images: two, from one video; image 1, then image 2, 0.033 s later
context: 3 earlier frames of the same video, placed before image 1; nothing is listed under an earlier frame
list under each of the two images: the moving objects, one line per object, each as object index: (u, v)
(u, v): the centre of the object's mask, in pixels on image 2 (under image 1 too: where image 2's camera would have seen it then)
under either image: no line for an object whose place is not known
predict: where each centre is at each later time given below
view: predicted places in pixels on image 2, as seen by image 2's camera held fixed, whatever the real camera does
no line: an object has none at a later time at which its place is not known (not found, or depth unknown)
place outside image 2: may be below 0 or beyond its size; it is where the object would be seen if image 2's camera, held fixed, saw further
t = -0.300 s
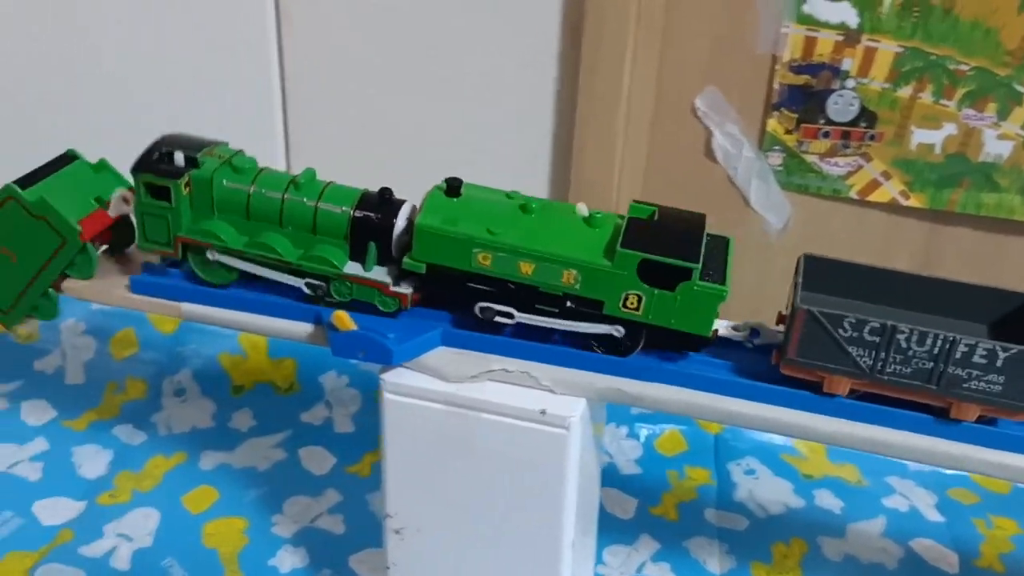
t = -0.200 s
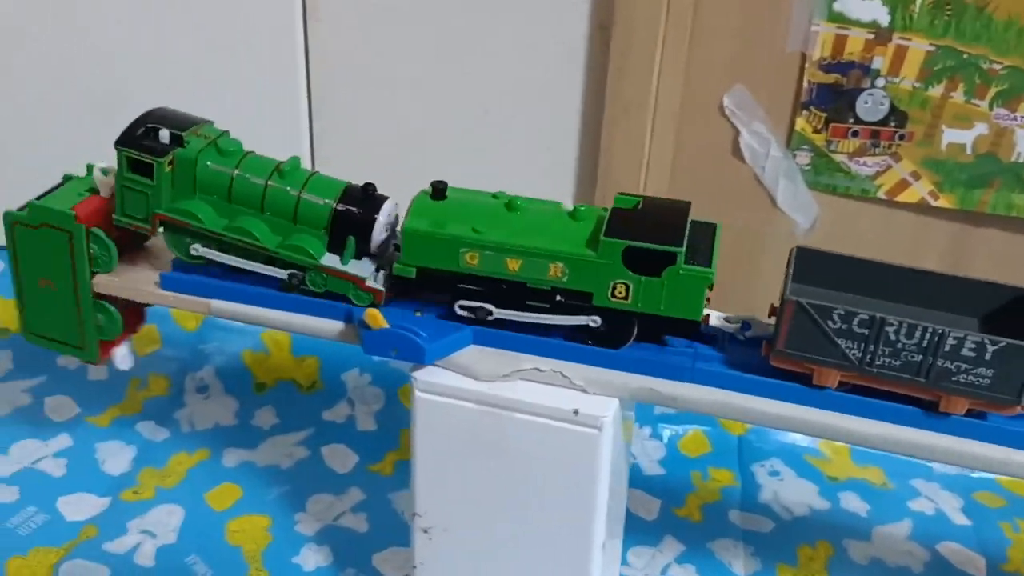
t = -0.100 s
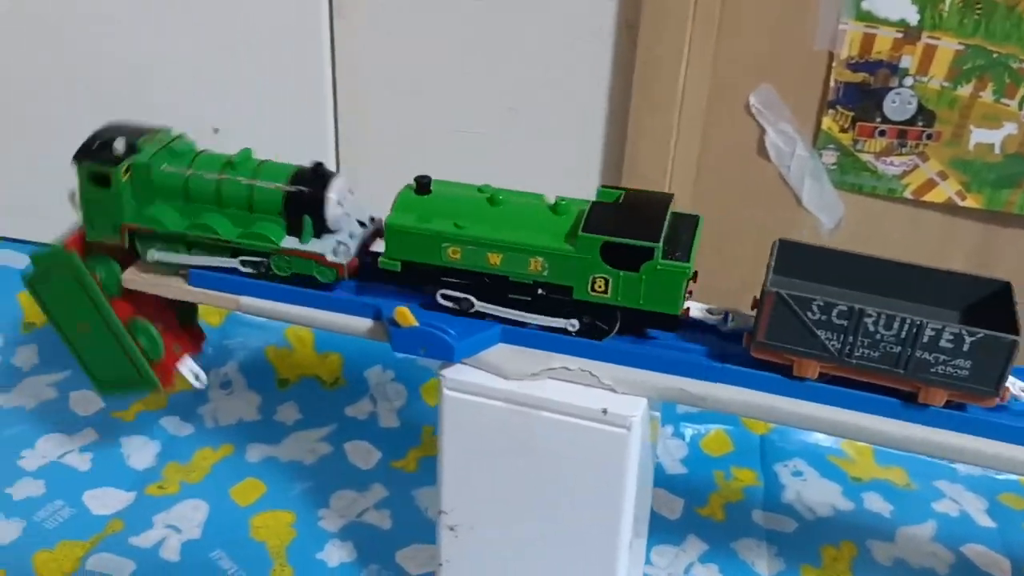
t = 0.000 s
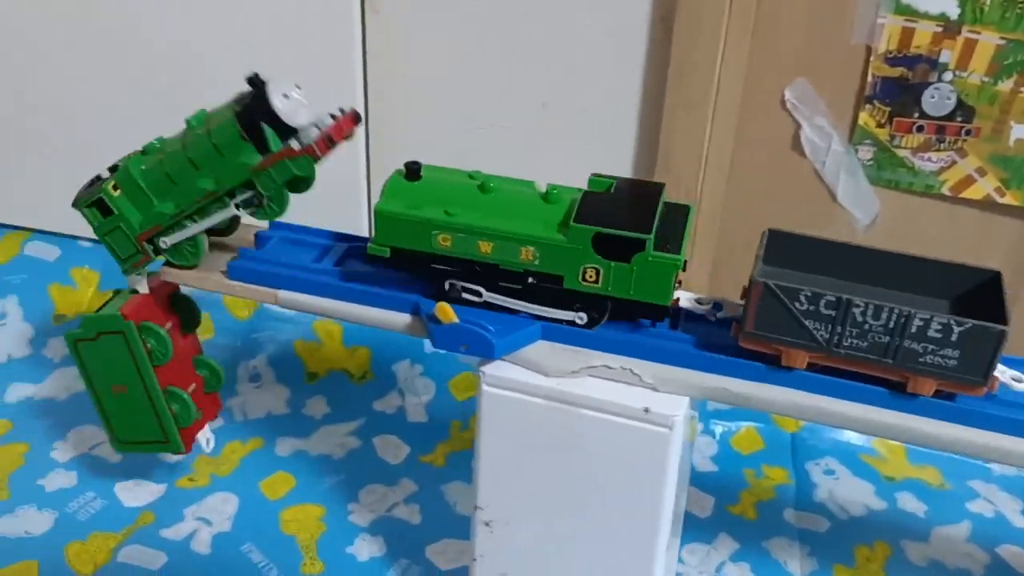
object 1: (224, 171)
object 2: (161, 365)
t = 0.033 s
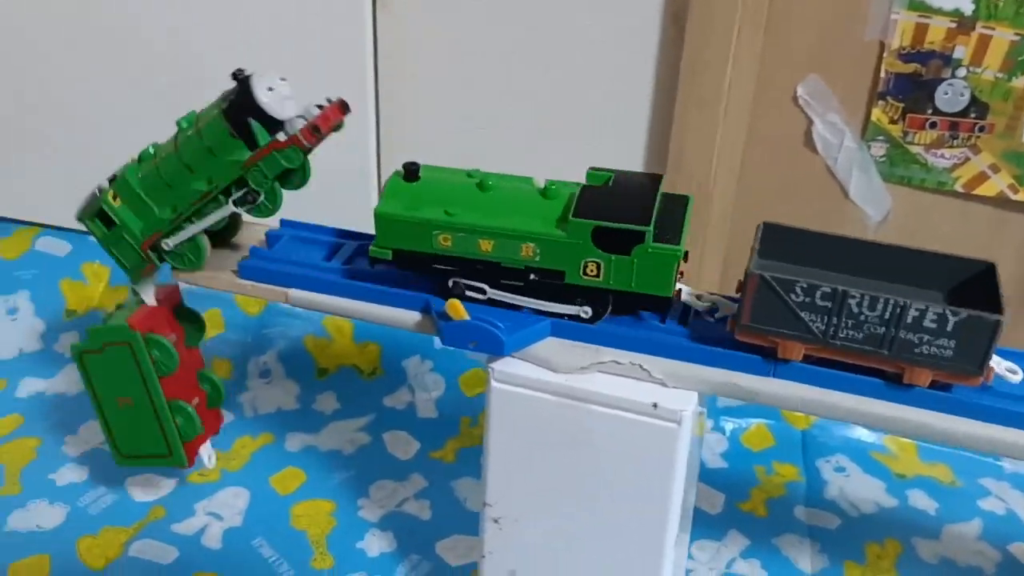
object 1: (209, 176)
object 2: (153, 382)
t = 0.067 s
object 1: (193, 180)
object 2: (147, 388)
